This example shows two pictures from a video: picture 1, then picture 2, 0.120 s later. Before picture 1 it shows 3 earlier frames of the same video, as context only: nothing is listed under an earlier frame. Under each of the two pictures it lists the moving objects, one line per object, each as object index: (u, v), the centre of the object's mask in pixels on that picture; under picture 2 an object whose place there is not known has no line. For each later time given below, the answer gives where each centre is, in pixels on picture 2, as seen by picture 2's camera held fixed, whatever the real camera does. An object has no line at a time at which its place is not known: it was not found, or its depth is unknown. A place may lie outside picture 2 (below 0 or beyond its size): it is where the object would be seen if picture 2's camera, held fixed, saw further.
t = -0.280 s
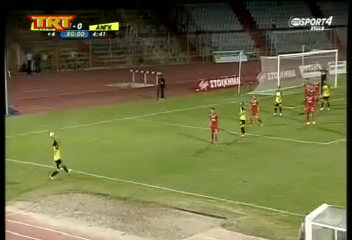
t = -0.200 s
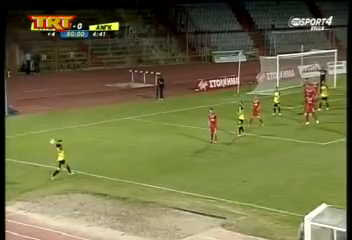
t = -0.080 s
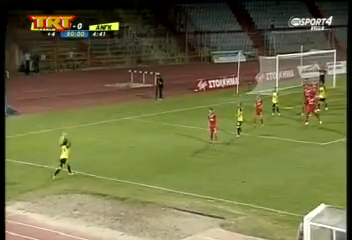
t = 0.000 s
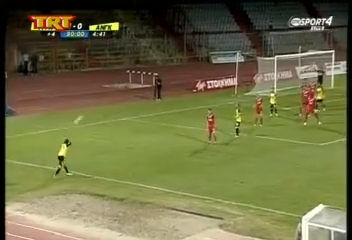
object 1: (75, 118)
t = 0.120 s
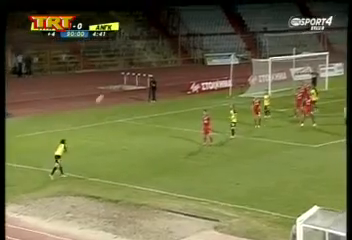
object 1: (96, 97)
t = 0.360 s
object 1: (140, 65)
